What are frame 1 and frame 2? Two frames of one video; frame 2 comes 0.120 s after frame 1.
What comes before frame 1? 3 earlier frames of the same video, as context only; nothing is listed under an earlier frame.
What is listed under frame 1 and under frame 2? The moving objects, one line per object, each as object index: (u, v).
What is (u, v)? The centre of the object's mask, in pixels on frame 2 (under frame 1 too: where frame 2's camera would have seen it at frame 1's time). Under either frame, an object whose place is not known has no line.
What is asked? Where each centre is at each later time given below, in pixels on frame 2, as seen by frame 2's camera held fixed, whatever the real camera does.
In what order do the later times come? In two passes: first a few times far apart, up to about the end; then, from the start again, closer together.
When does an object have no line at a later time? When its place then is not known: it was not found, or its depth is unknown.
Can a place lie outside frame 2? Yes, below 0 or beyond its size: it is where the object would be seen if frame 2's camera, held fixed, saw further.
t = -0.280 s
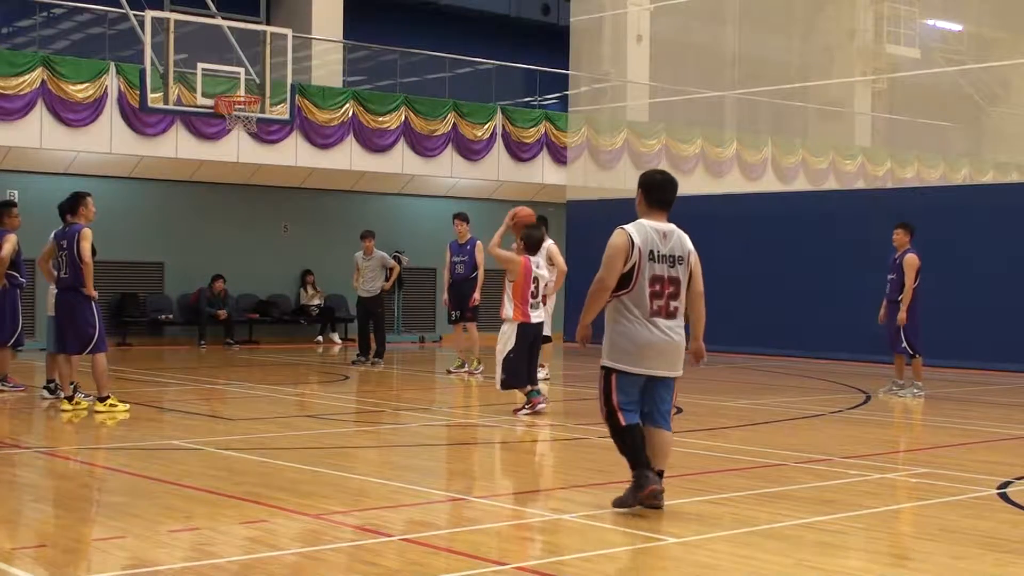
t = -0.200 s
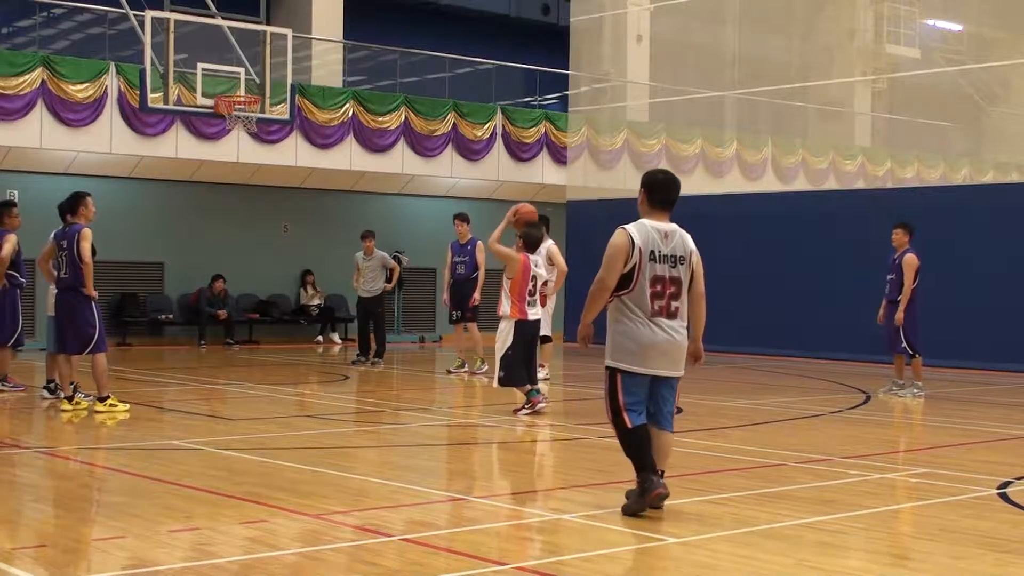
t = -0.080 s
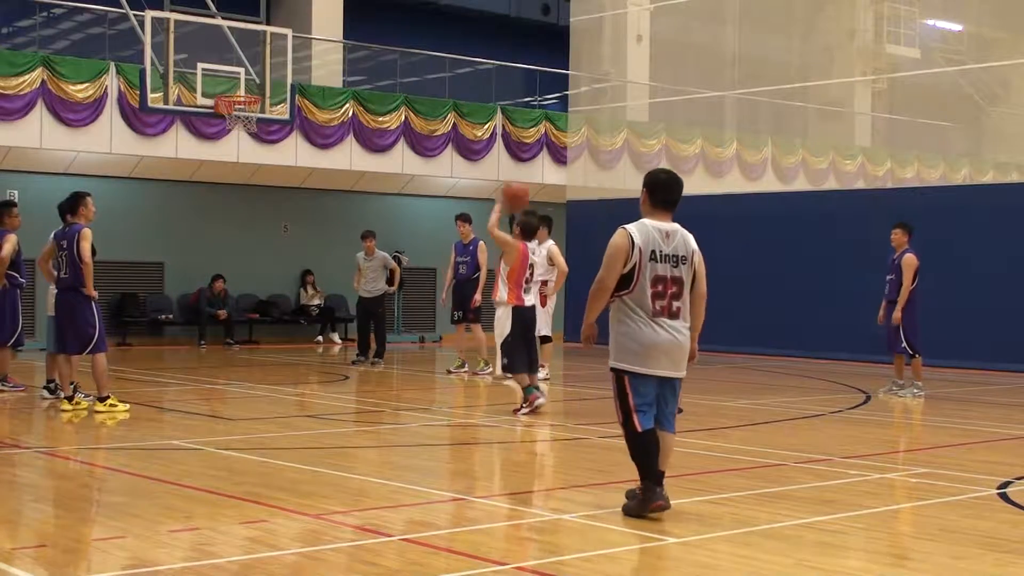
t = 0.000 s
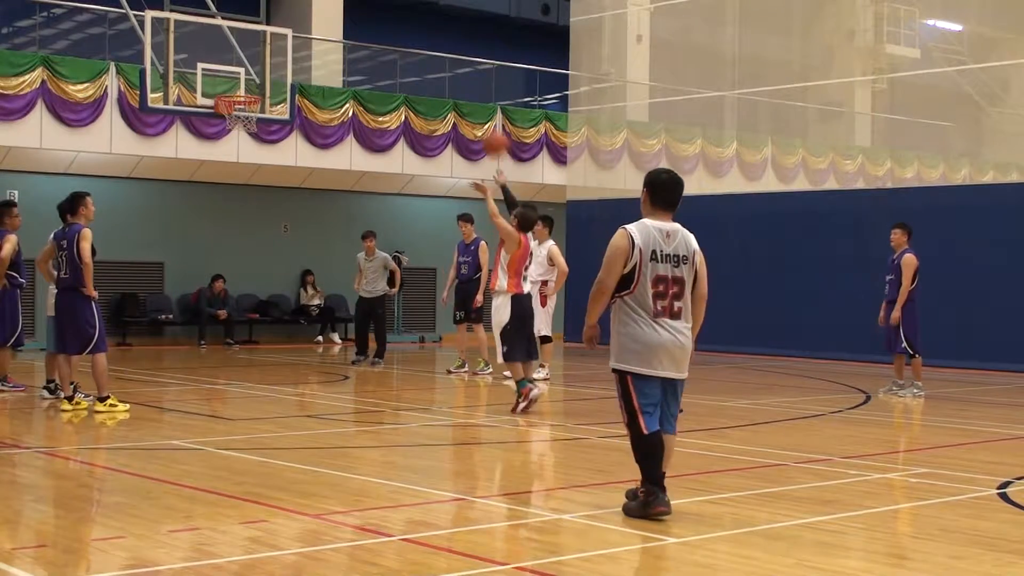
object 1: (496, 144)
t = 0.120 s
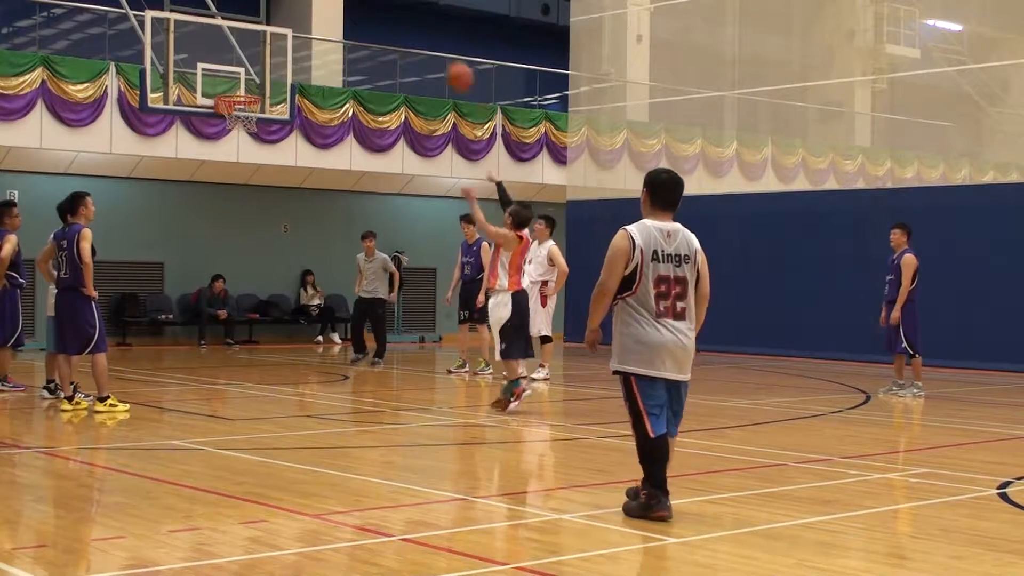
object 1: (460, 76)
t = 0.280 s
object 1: (415, 16)
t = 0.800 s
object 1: (296, 10)
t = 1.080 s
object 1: (240, 90)
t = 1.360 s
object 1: (242, 43)
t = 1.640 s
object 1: (262, 49)
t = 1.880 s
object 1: (278, 112)
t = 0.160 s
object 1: (448, 57)
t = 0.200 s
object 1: (437, 40)
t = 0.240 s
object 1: (426, 28)
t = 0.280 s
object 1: (415, 16)
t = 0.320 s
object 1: (406, 9)
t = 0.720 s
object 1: (313, 3)
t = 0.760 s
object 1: (304, 5)
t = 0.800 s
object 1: (296, 10)
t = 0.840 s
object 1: (287, 18)
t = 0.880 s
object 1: (279, 29)
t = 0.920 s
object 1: (271, 42)
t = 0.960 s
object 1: (264, 55)
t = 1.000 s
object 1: (256, 69)
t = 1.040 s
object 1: (247, 85)
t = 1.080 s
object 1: (240, 90)
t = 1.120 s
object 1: (229, 88)
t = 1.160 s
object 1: (229, 83)
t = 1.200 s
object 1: (231, 71)
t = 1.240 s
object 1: (234, 63)
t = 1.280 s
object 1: (237, 55)
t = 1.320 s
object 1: (239, 48)
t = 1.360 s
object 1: (242, 43)
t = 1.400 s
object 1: (245, 40)
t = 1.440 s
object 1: (248, 38)
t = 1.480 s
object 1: (249, 38)
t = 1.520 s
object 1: (253, 39)
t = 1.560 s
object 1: (256, 40)
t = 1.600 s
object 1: (259, 43)
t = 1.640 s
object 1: (262, 49)
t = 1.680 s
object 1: (265, 56)
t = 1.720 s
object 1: (267, 64)
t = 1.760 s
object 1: (270, 74)
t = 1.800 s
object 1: (273, 86)
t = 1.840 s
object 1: (275, 98)
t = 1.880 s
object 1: (278, 112)
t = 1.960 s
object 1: (283, 146)
